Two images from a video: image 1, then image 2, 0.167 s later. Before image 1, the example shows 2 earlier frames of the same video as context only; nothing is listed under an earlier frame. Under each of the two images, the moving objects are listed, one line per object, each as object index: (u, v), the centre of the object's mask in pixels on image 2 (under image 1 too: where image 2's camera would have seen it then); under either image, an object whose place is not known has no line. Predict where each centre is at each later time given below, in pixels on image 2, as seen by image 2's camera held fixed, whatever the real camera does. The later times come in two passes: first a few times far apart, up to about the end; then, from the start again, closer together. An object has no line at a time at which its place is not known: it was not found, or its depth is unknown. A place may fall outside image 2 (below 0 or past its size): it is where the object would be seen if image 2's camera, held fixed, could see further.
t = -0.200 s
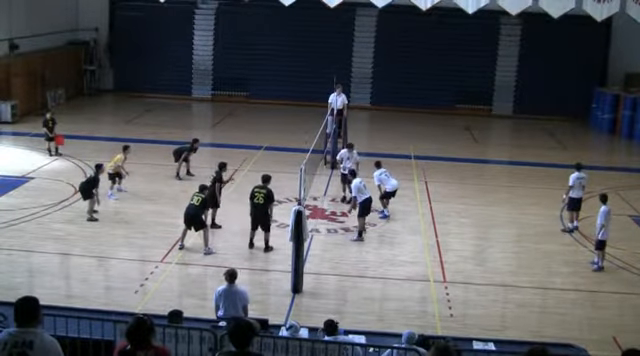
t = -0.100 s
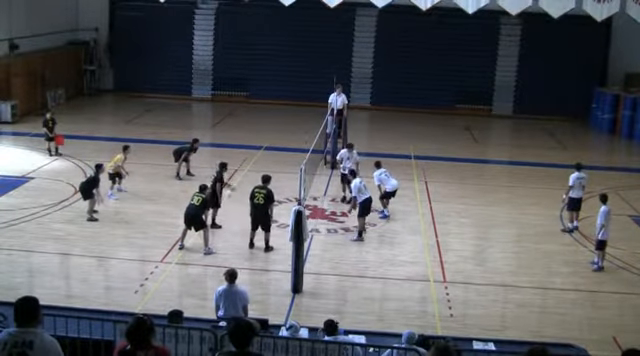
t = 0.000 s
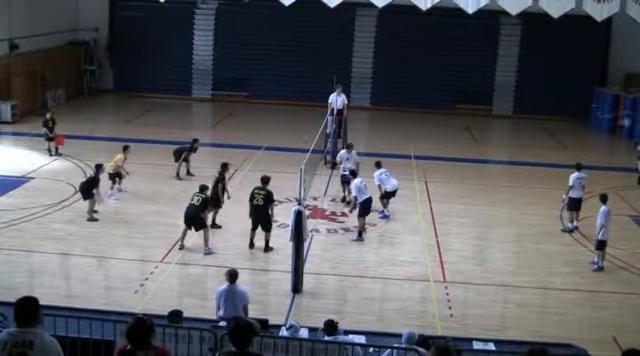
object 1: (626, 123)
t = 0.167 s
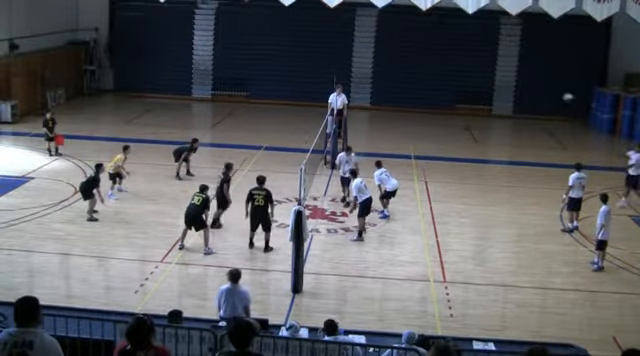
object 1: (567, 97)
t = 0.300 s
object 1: (520, 85)
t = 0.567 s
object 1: (421, 80)
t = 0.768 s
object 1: (350, 96)
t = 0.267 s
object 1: (532, 87)
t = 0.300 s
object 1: (520, 85)
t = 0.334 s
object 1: (507, 82)
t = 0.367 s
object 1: (496, 81)
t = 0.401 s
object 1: (483, 78)
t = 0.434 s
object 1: (470, 78)
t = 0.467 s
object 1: (459, 78)
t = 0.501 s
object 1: (446, 79)
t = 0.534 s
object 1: (434, 79)
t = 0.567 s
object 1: (421, 80)
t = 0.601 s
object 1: (408, 81)
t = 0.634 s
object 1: (397, 84)
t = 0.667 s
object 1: (386, 87)
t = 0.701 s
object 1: (371, 90)
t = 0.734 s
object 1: (361, 93)
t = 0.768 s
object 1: (350, 96)
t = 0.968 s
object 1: (276, 130)
